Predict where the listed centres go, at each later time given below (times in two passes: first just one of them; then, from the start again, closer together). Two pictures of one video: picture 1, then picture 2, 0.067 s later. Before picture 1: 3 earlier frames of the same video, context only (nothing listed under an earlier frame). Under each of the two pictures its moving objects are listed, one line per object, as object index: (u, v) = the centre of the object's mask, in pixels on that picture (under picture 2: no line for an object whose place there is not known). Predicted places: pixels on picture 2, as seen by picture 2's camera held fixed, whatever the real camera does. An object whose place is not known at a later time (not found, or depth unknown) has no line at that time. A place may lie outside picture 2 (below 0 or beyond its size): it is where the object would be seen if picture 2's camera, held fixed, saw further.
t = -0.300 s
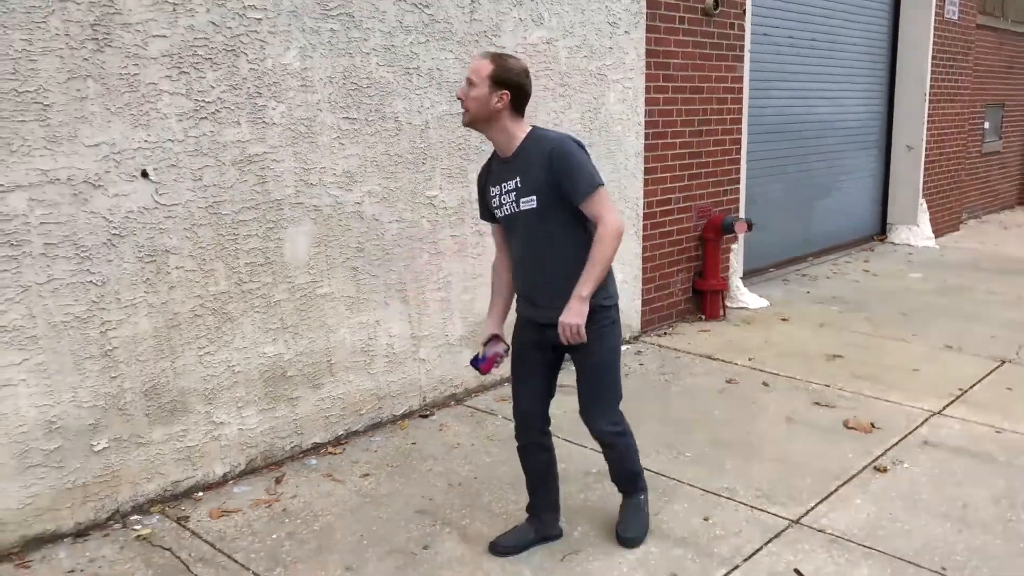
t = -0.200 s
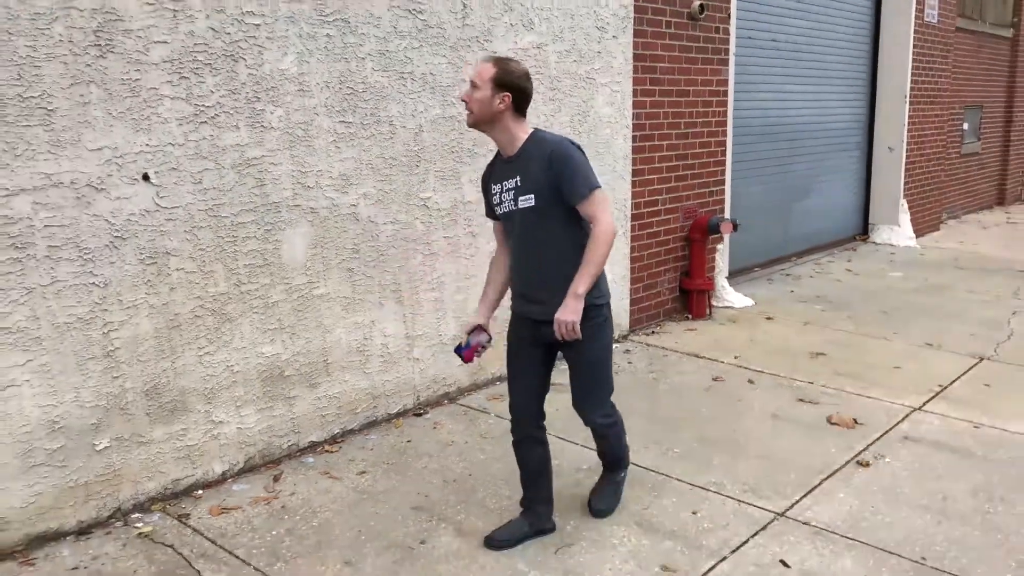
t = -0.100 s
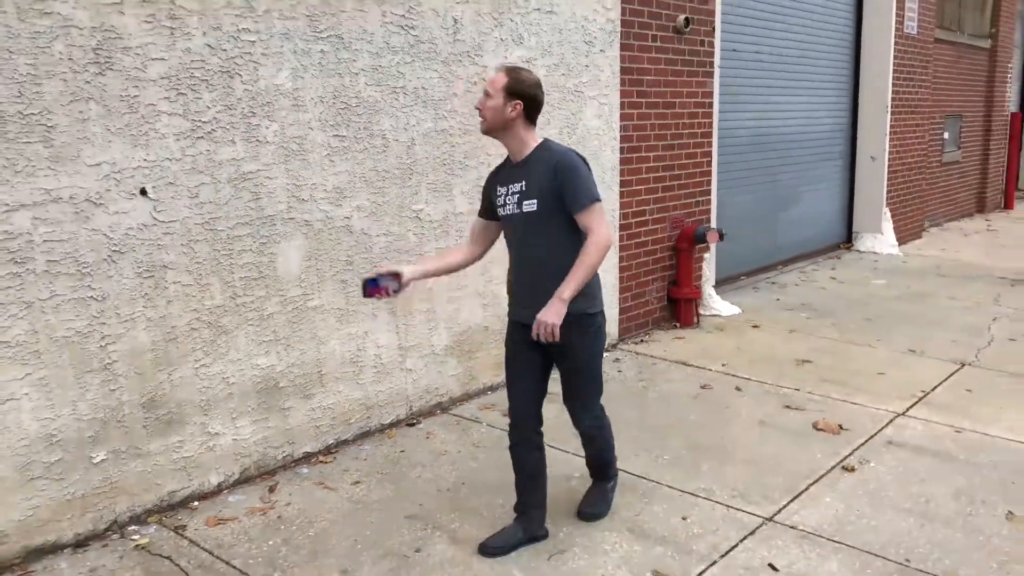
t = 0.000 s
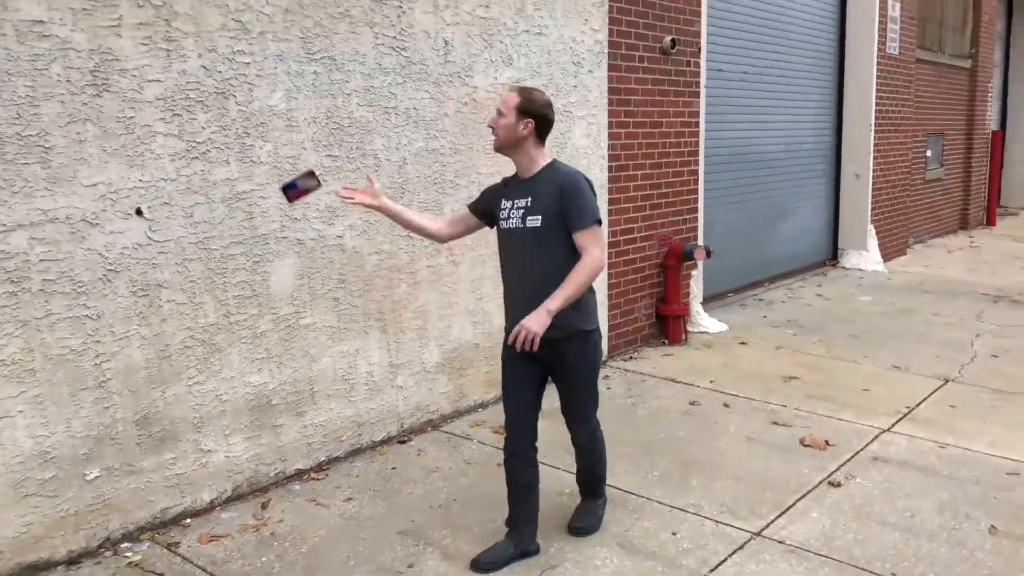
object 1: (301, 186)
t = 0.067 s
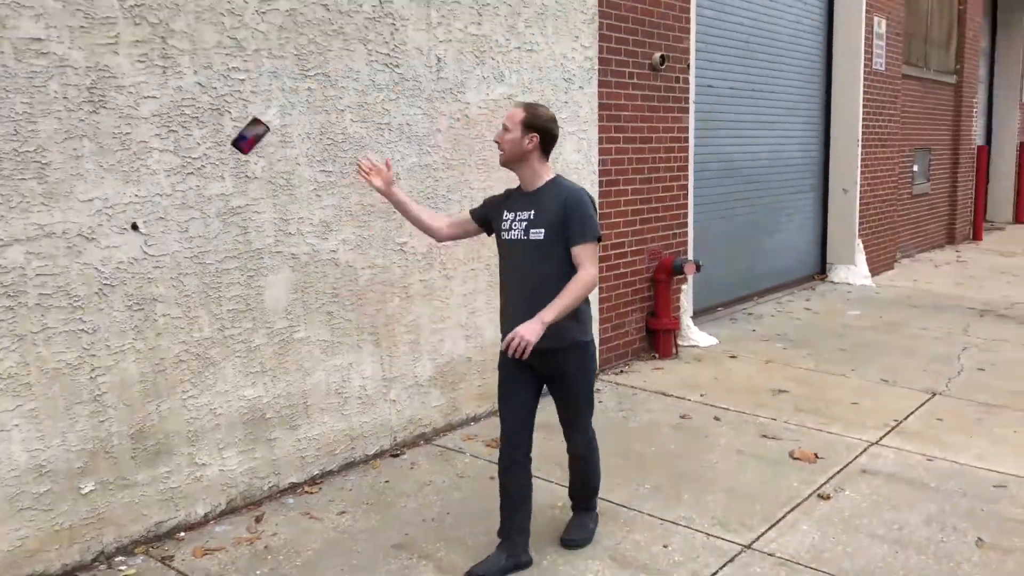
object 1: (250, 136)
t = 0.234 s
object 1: (179, 42)
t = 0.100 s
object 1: (228, 108)
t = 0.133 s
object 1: (206, 83)
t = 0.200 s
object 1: (176, 48)
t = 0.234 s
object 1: (179, 42)
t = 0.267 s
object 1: (183, 40)
